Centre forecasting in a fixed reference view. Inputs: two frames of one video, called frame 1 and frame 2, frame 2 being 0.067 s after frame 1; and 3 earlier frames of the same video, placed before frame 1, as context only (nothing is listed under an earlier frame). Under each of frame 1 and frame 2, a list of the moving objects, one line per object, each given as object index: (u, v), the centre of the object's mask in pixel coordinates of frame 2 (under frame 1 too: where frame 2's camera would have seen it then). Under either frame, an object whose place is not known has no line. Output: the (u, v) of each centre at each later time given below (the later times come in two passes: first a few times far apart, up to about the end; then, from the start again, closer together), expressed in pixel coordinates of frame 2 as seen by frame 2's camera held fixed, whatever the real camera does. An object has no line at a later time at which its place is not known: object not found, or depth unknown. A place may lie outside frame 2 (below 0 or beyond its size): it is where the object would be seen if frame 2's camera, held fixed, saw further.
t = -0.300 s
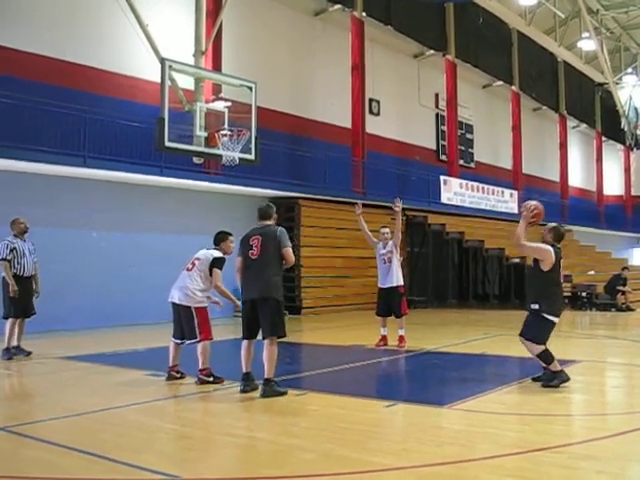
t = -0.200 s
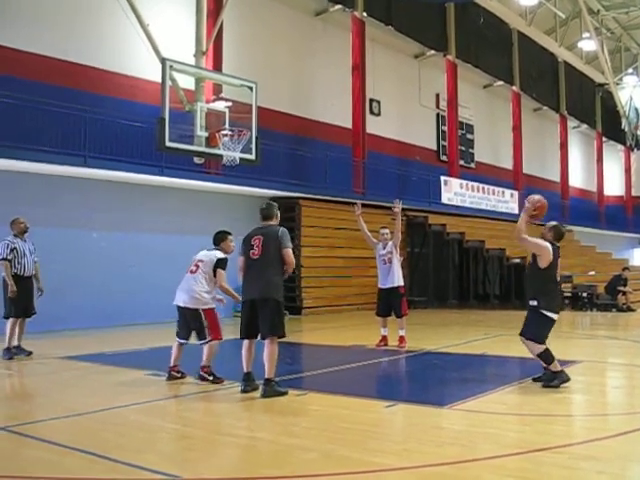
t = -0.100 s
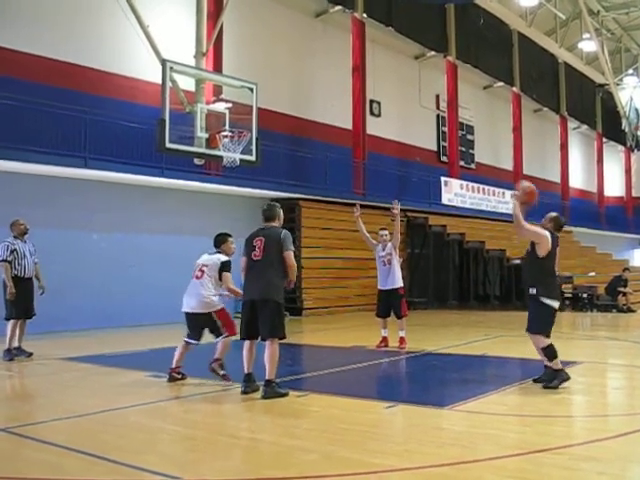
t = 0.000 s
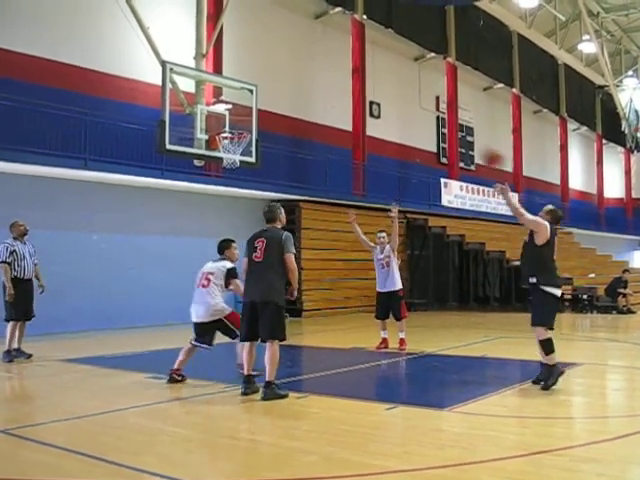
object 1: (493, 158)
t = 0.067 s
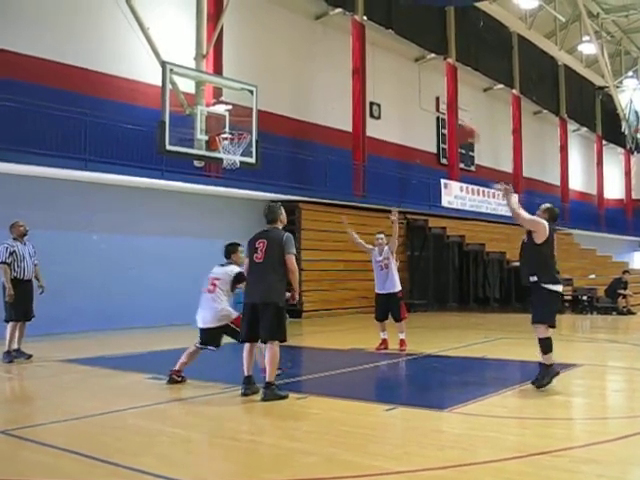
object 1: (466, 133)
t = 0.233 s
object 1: (401, 89)
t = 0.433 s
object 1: (335, 72)
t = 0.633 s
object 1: (279, 85)
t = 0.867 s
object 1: (222, 129)
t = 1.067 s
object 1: (241, 111)
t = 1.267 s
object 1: (237, 102)
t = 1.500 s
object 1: (233, 126)
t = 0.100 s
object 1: (452, 115)
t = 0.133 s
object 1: (437, 111)
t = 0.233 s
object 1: (401, 89)
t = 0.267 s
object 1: (390, 84)
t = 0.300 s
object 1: (378, 79)
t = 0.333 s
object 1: (367, 75)
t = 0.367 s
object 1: (356, 73)
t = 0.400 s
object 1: (345, 72)
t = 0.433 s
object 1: (335, 72)
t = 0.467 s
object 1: (325, 72)
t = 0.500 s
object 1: (315, 73)
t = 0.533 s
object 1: (306, 75)
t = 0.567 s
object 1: (297, 78)
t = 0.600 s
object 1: (288, 82)
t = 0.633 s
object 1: (279, 85)
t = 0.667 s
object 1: (270, 90)
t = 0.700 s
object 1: (263, 96)
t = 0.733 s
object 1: (254, 101)
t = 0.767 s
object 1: (246, 109)
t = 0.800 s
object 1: (238, 114)
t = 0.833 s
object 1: (228, 125)
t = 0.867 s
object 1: (222, 129)
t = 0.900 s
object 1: (234, 127)
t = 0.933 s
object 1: (243, 127)
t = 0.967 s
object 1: (243, 123)
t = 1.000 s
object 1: (243, 118)
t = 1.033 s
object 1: (241, 115)
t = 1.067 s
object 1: (241, 111)
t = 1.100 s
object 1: (241, 109)
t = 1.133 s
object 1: (239, 103)
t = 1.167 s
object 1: (239, 102)
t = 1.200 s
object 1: (238, 102)
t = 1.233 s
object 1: (237, 101)
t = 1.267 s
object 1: (237, 102)
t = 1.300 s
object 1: (236, 103)
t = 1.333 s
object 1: (235, 104)
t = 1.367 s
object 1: (234, 108)
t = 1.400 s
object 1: (234, 112)
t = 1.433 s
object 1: (232, 115)
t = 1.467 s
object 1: (231, 121)
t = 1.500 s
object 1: (233, 126)
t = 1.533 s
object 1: (234, 128)
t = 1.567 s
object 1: (236, 131)
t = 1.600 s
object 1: (238, 135)
